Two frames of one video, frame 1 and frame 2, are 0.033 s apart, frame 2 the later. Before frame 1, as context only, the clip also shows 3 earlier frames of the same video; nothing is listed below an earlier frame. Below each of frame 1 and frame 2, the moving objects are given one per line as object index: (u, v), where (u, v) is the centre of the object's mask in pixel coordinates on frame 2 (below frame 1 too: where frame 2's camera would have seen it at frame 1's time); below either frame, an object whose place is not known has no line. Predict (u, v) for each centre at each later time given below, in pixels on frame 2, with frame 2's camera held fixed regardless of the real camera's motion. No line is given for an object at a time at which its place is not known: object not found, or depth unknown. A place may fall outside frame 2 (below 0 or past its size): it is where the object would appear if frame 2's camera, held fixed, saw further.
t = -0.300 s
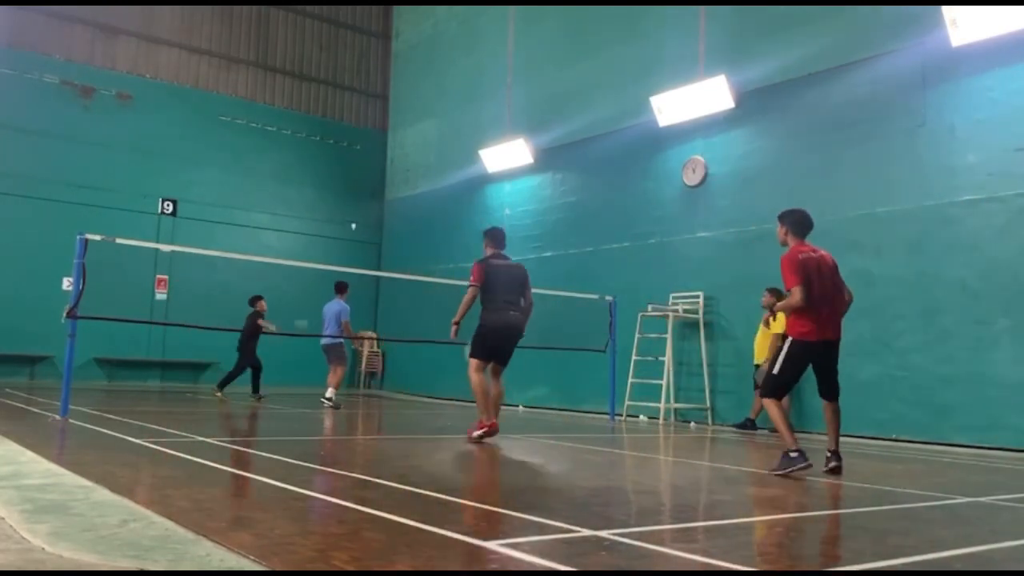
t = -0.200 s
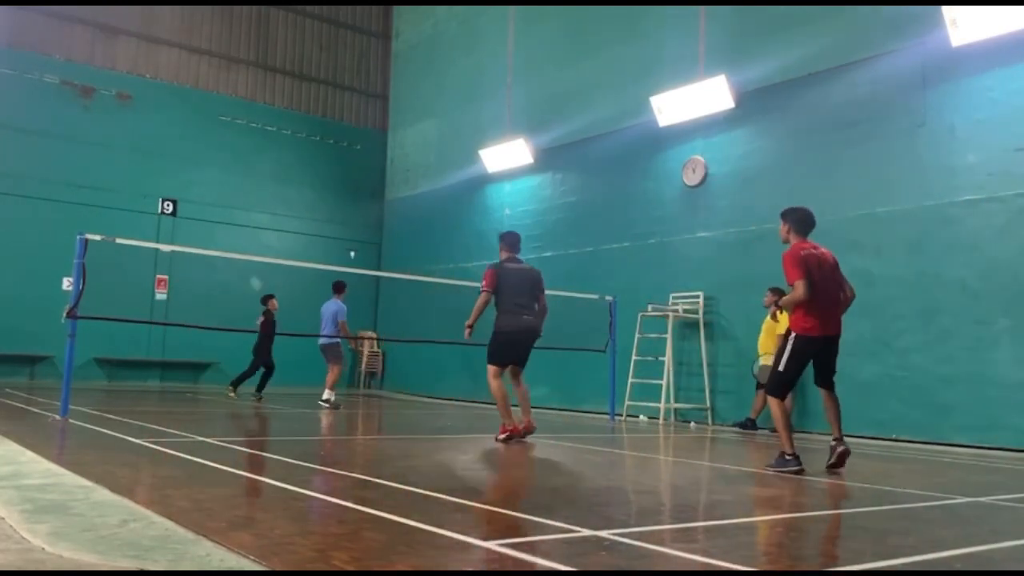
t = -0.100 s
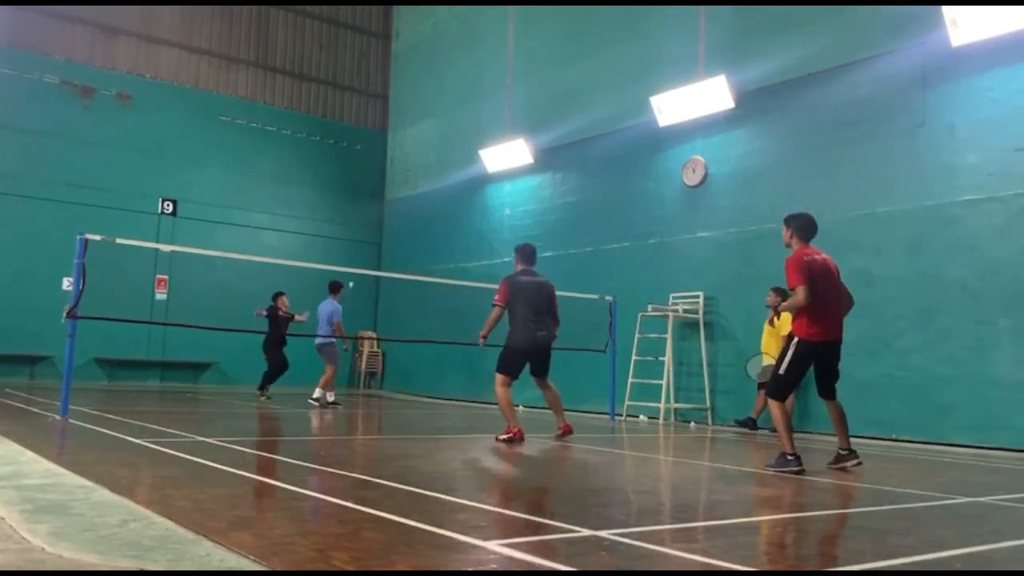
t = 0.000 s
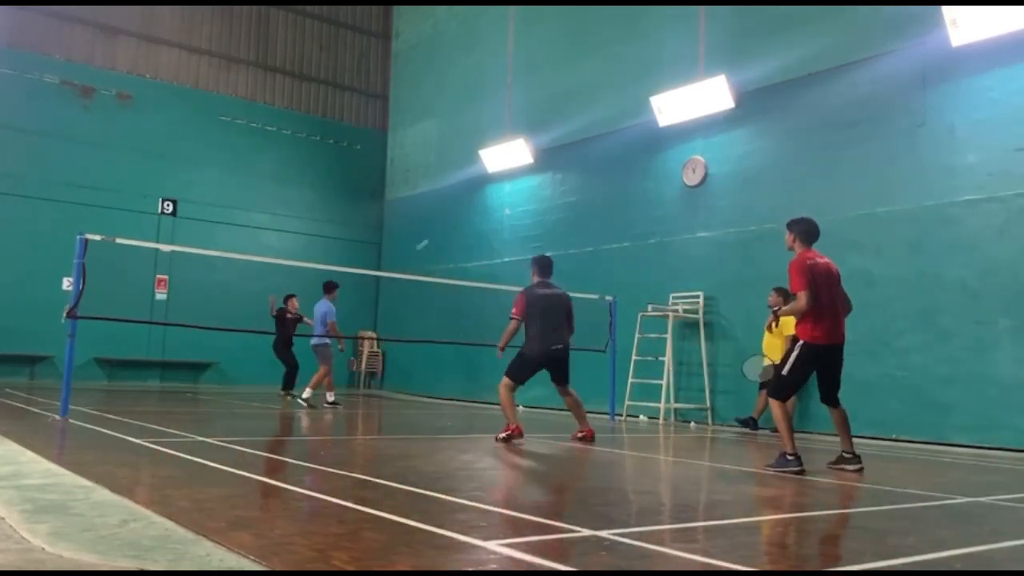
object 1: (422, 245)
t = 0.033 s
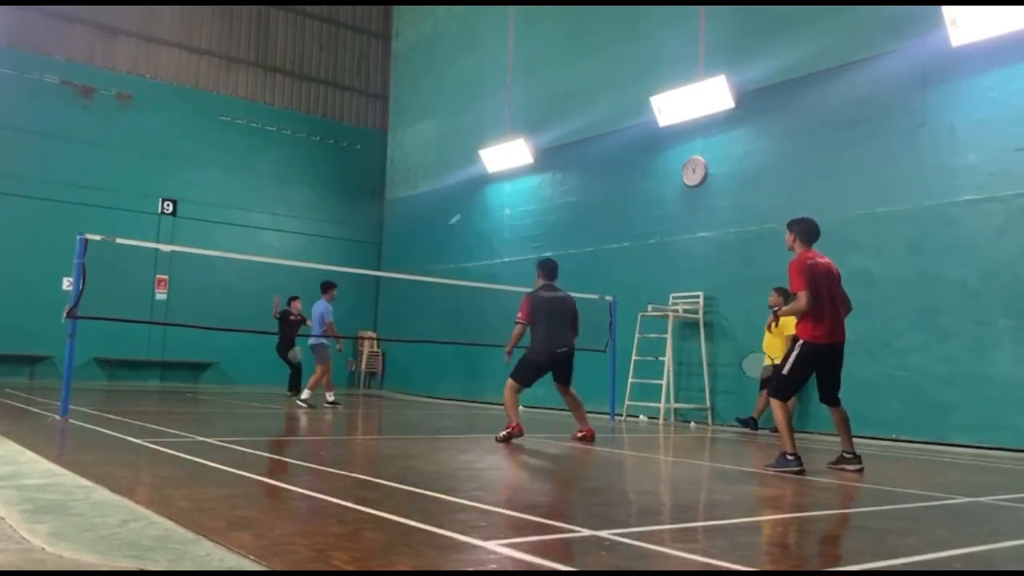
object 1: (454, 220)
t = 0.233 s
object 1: (611, 117)
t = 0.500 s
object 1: (779, 54)
